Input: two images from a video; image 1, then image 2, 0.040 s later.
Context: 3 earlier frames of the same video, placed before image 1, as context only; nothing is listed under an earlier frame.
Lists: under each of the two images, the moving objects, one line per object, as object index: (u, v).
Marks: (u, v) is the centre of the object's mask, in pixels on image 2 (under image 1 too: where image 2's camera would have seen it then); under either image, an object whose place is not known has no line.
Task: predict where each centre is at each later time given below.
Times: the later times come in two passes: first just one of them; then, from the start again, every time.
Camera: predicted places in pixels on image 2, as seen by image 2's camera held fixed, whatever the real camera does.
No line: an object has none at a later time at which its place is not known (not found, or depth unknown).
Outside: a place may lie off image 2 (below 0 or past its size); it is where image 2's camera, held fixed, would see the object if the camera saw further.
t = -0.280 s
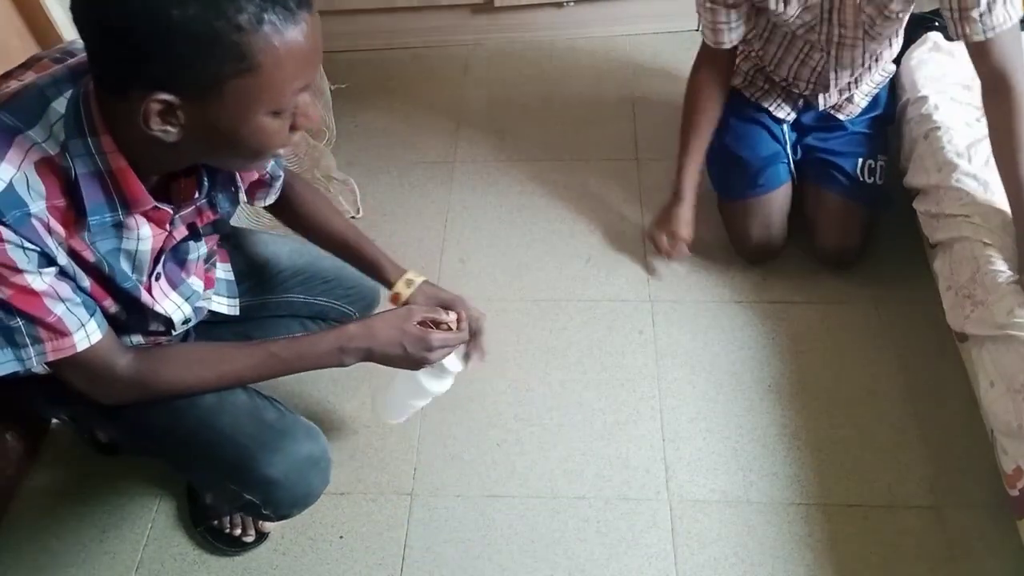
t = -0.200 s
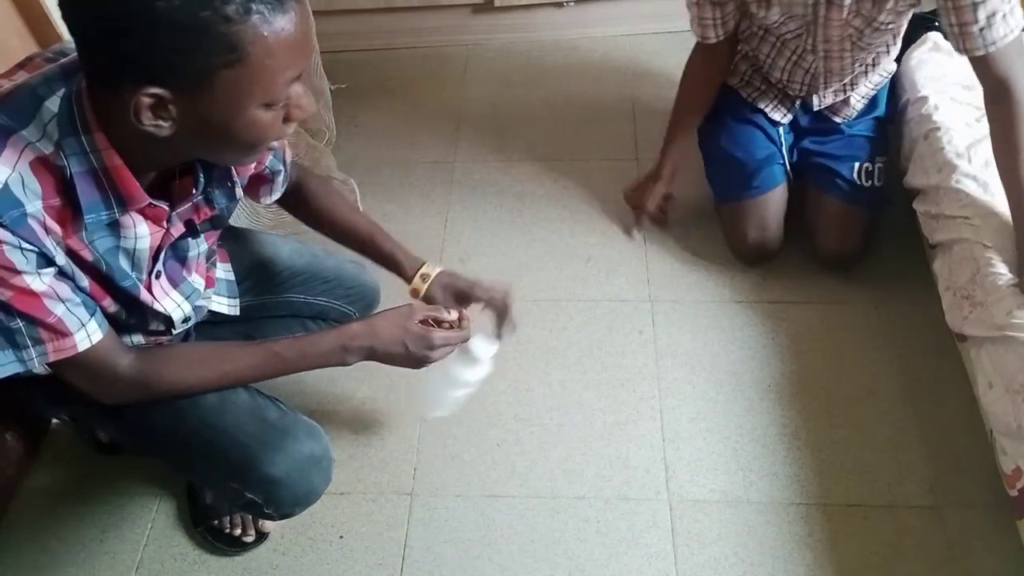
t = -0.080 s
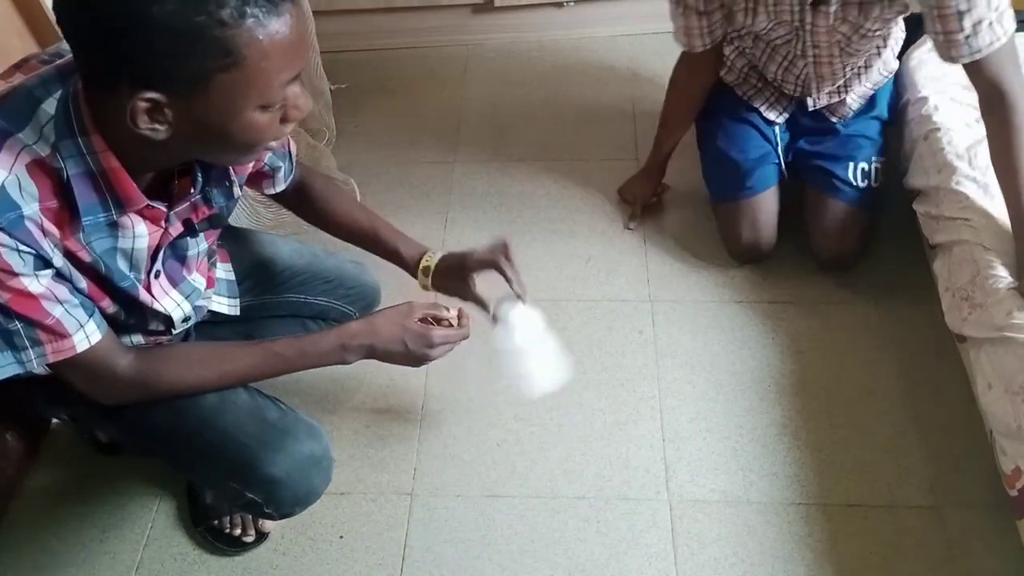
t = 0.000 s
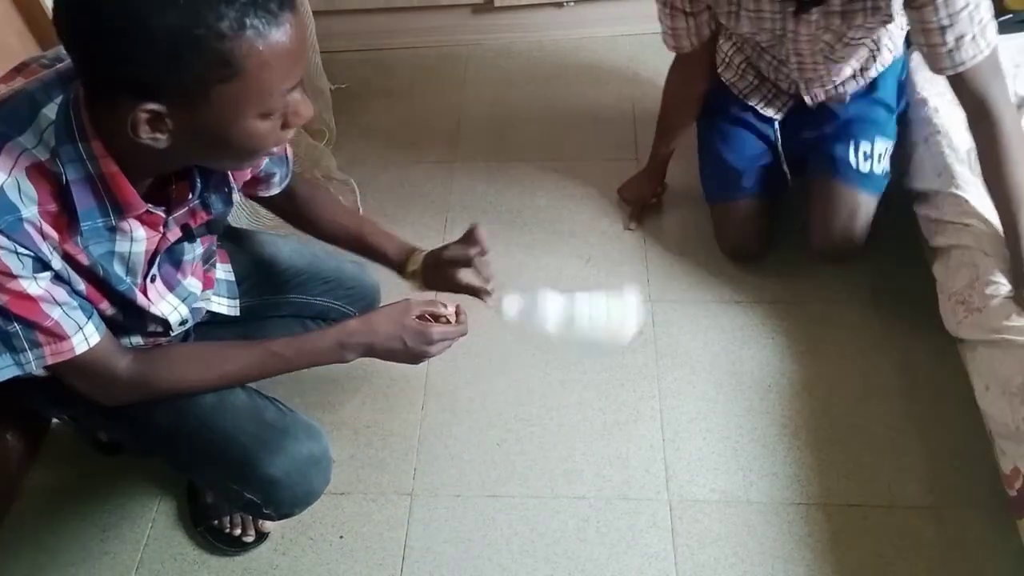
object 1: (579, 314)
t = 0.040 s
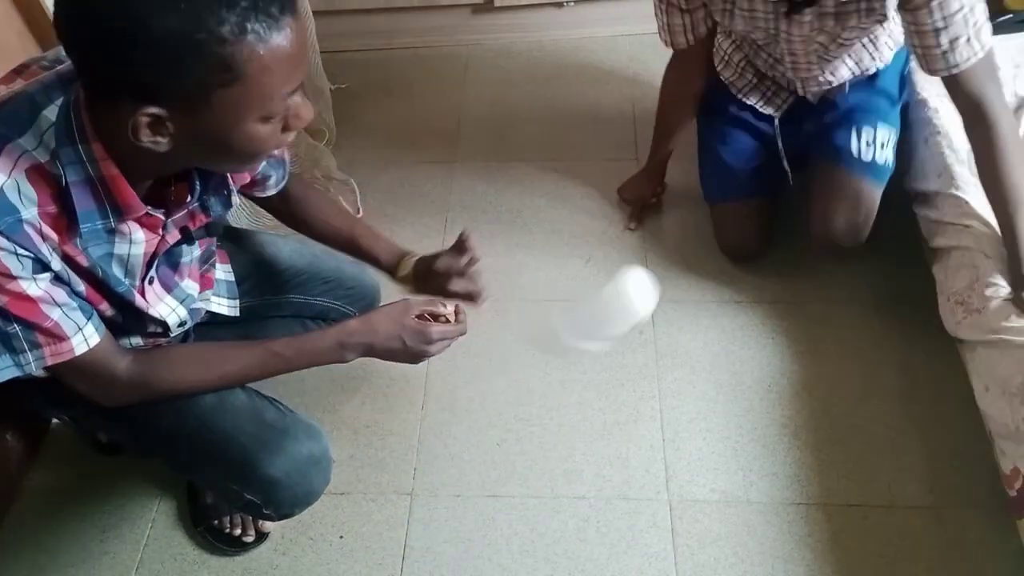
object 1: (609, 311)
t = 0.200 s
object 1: (705, 319)
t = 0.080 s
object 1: (632, 313)
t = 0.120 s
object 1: (661, 312)
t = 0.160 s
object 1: (683, 309)
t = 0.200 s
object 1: (705, 319)
